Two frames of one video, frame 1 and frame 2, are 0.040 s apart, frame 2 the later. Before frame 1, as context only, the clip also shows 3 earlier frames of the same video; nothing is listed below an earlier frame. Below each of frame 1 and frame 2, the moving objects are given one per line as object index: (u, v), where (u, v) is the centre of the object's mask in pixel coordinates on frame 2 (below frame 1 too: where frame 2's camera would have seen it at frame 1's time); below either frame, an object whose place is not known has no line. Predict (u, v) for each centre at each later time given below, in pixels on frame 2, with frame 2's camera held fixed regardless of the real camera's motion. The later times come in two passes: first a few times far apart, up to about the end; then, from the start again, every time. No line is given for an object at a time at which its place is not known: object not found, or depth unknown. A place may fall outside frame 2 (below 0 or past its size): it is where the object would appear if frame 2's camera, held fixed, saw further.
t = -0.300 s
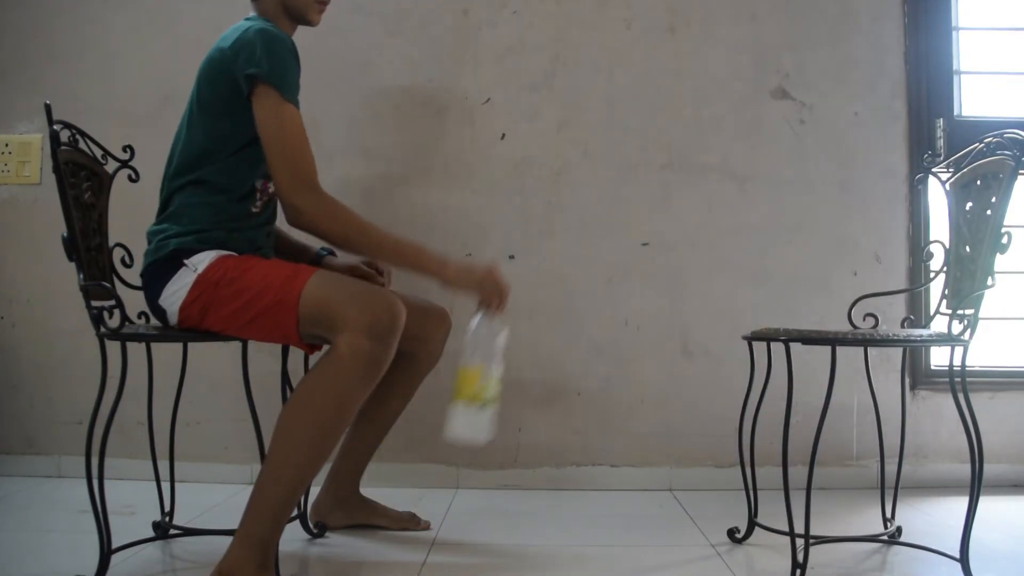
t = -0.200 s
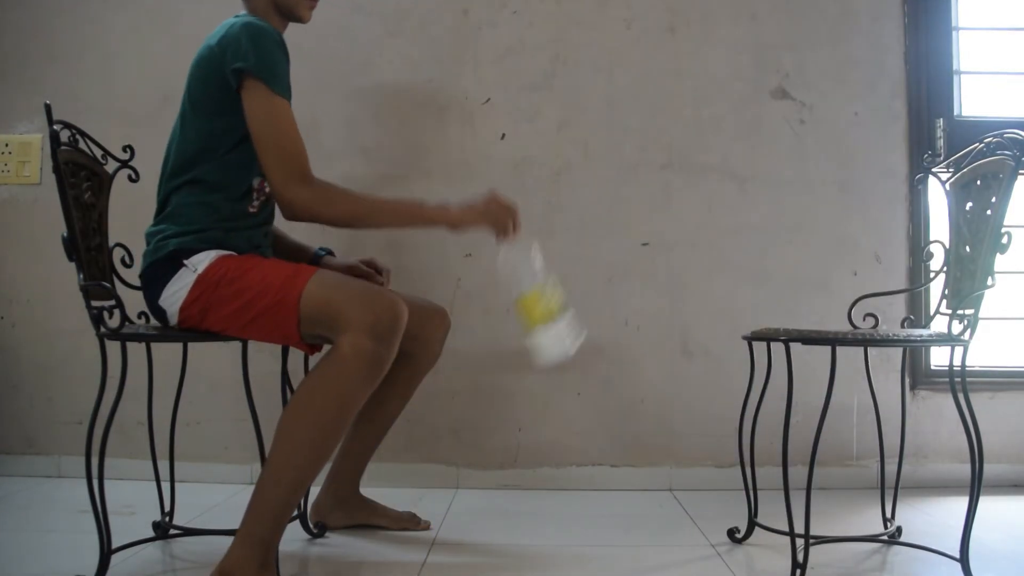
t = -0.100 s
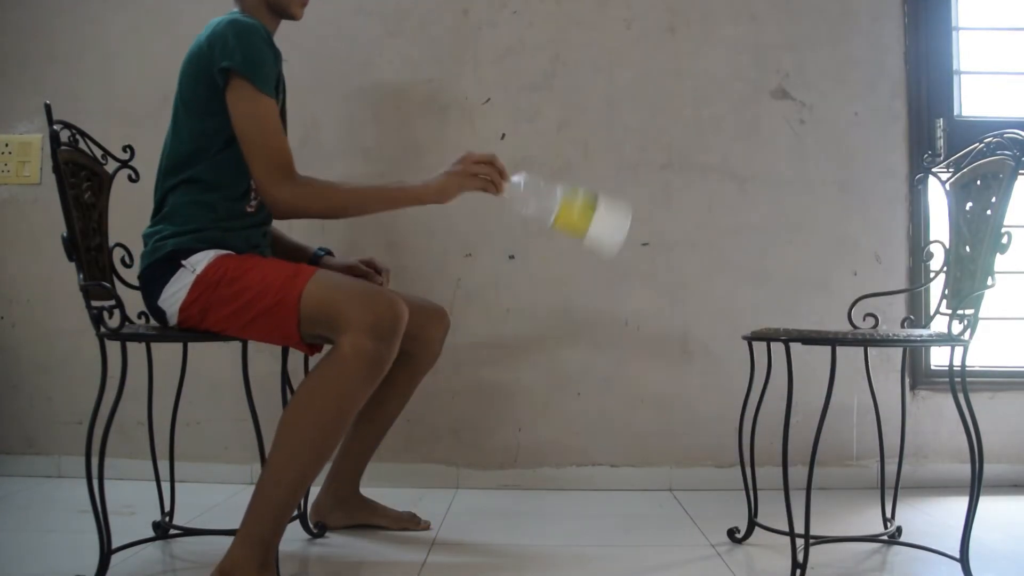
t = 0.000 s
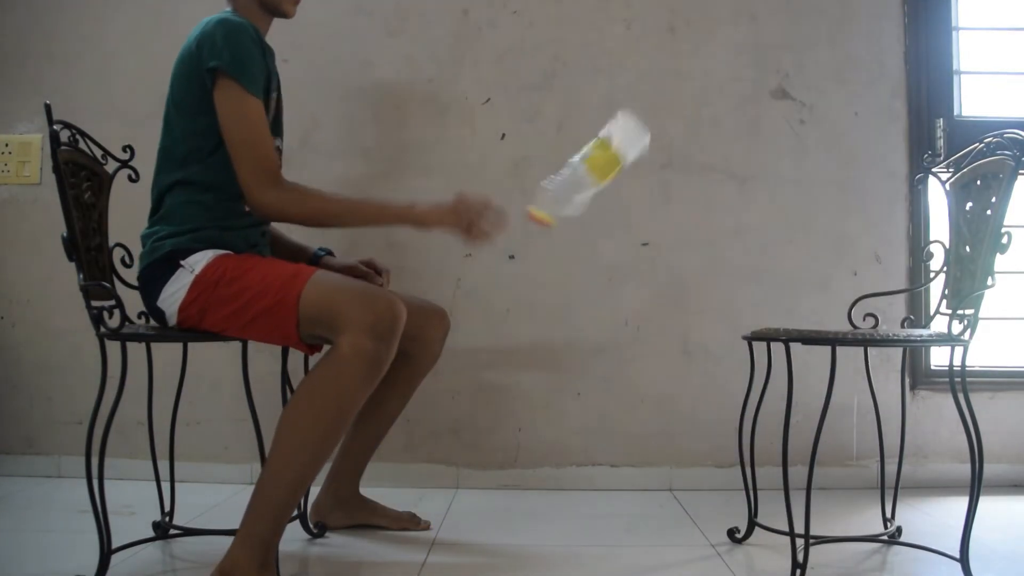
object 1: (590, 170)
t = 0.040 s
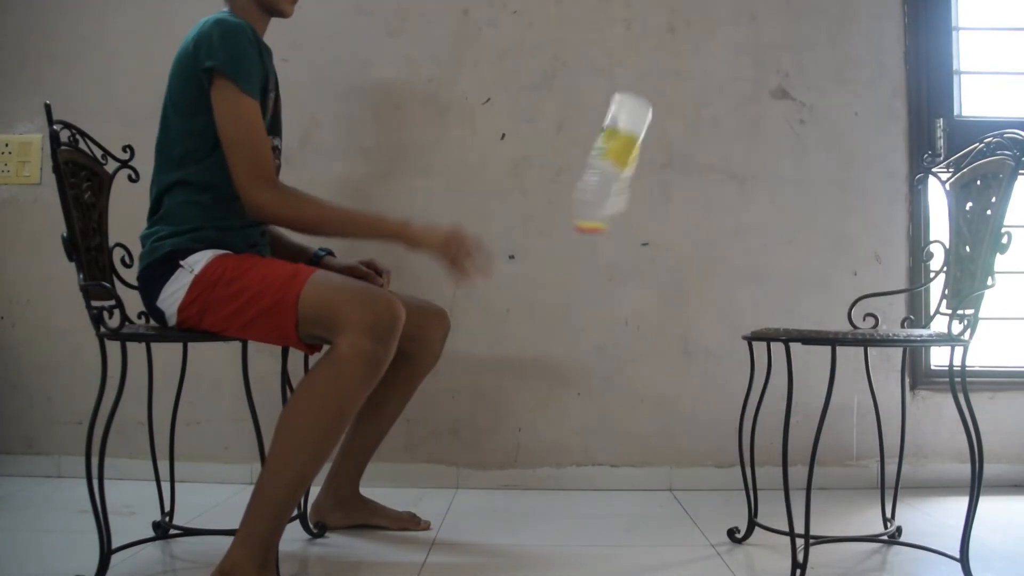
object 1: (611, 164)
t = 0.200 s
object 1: (677, 141)
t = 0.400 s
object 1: (691, 316)
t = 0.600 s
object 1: (697, 510)
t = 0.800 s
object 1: (696, 509)
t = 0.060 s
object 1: (624, 160)
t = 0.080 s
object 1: (636, 155)
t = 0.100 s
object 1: (647, 151)
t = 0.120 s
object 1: (657, 146)
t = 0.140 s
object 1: (665, 143)
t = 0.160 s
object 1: (670, 140)
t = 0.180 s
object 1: (675, 139)
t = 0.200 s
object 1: (677, 141)
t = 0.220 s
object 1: (679, 145)
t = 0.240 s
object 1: (680, 153)
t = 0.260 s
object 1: (682, 163)
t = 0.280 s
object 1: (683, 177)
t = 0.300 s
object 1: (685, 193)
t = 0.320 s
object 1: (686, 212)
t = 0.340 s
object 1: (687, 234)
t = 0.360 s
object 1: (688, 259)
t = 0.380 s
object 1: (690, 286)
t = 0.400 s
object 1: (691, 316)
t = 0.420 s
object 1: (693, 349)
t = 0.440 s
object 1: (694, 384)
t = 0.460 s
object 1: (696, 417)
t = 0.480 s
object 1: (697, 458)
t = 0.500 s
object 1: (698, 497)
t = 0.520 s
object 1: (699, 509)
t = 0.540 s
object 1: (700, 510)
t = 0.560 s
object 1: (700, 510)
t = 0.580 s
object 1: (698, 510)
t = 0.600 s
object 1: (697, 510)
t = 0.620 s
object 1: (696, 509)
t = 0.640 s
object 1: (696, 509)
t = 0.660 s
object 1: (695, 509)
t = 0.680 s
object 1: (695, 509)
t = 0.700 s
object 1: (695, 509)
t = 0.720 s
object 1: (696, 509)
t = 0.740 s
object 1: (696, 509)
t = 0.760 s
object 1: (696, 509)
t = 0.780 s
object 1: (696, 509)
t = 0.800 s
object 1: (696, 509)
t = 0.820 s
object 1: (696, 509)
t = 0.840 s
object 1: (696, 509)
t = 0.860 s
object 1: (696, 509)
